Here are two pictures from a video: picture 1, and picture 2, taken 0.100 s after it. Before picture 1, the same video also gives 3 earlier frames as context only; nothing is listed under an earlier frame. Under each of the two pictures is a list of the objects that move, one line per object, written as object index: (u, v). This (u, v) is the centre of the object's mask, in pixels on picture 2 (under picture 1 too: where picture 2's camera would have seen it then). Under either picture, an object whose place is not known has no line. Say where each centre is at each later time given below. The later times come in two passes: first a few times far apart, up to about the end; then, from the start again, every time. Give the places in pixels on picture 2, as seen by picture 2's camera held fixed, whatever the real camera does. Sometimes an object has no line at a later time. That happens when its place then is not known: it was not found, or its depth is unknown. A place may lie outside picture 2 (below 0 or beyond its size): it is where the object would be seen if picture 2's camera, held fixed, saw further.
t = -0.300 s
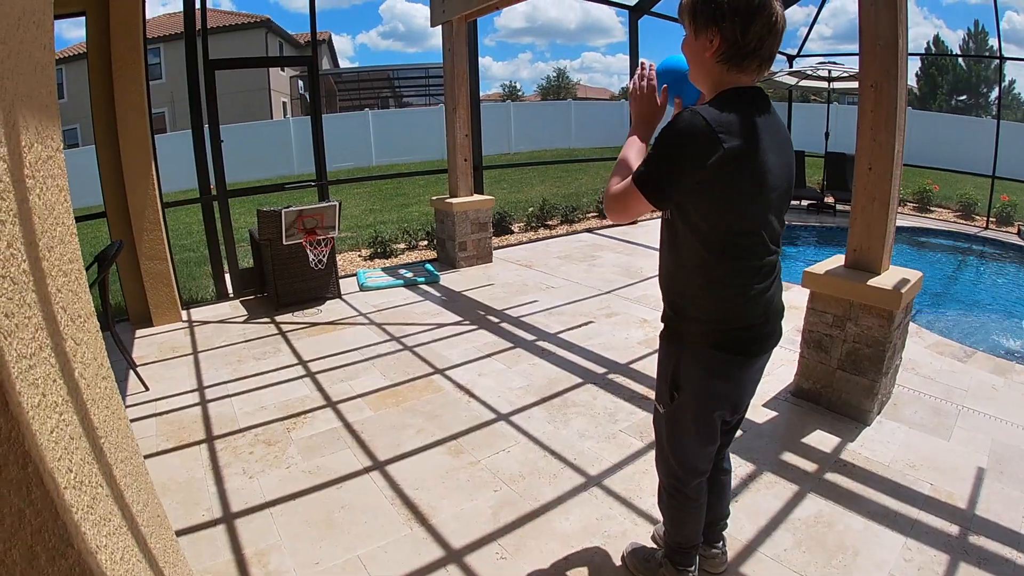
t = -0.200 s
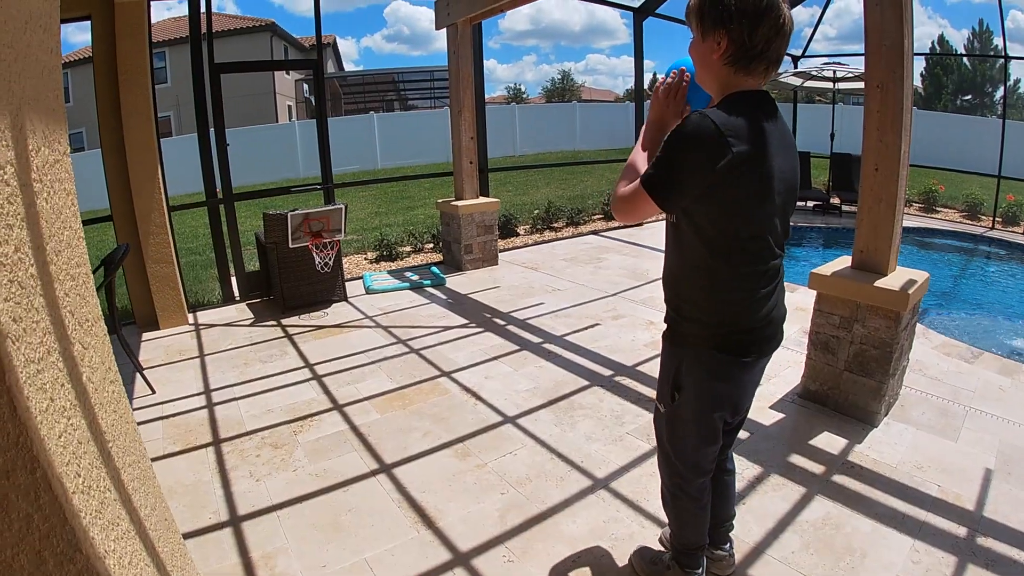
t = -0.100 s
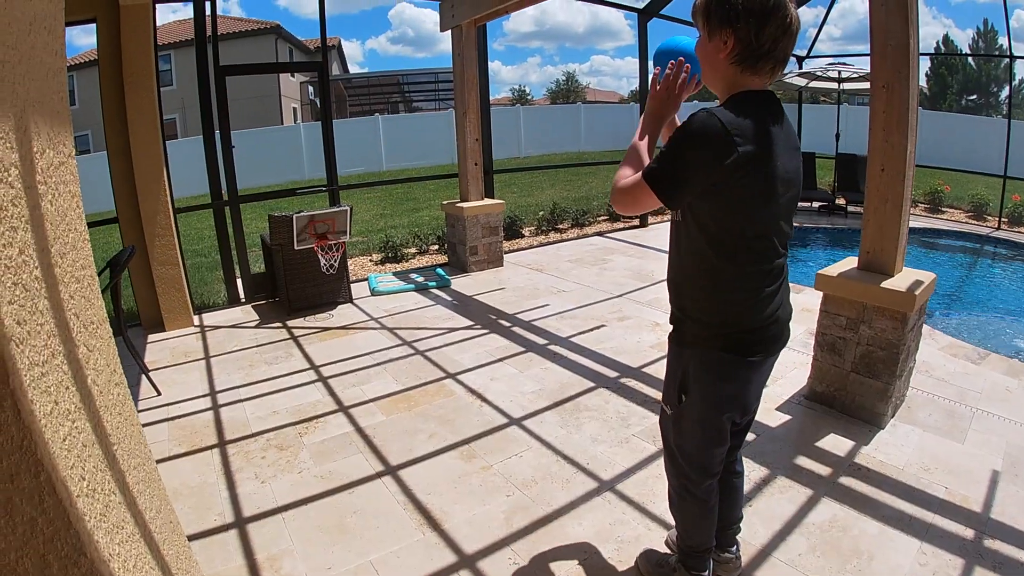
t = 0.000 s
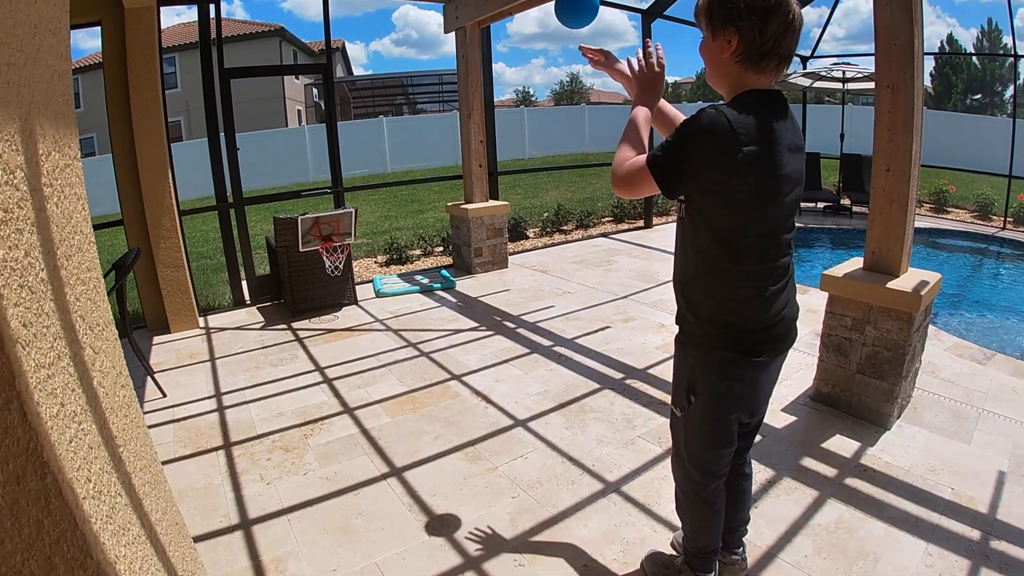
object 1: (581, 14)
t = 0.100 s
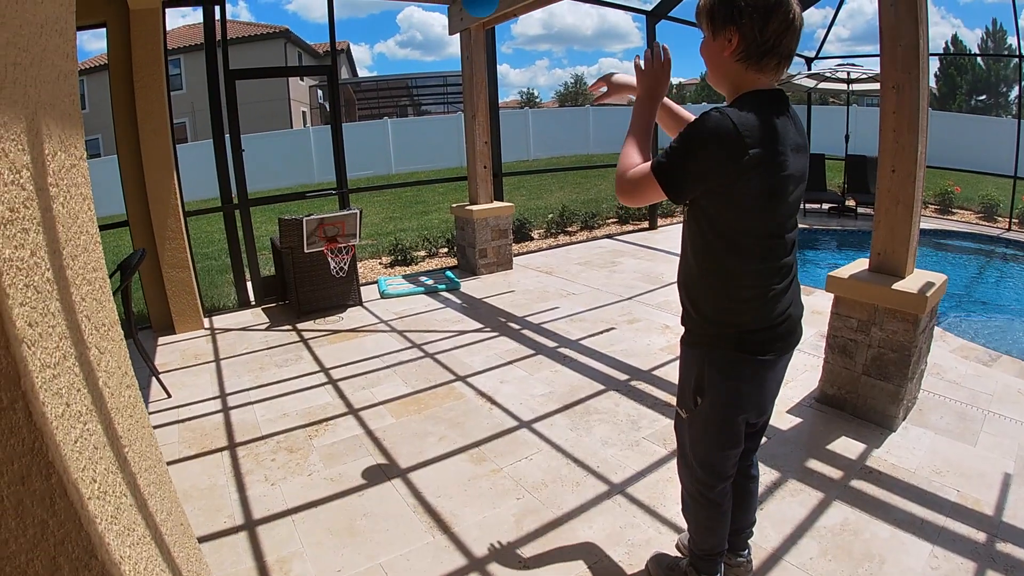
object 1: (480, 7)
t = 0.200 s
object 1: (412, 16)
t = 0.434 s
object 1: (325, 110)
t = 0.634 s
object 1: (293, 215)
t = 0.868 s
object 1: (299, 243)
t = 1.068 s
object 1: (325, 373)
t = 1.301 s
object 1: (343, 415)
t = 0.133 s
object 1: (454, 9)
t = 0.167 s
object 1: (432, 11)
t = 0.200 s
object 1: (412, 16)
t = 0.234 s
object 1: (395, 26)
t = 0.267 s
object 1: (379, 37)
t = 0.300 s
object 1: (366, 50)
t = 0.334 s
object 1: (354, 64)
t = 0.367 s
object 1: (343, 79)
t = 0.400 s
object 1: (334, 94)
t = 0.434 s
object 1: (325, 110)
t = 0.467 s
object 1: (318, 127)
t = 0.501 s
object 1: (311, 144)
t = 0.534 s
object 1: (306, 161)
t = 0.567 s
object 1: (301, 179)
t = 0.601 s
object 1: (296, 196)
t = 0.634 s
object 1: (293, 215)
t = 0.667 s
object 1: (292, 216)
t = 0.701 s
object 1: (293, 216)
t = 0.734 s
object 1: (293, 218)
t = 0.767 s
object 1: (294, 221)
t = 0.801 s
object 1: (295, 227)
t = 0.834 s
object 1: (297, 234)
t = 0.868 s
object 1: (299, 243)
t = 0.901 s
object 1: (302, 256)
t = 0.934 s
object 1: (305, 272)
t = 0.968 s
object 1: (309, 291)
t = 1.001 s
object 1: (314, 314)
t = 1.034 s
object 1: (319, 341)
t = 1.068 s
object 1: (325, 373)
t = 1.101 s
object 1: (332, 410)
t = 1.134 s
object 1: (338, 446)
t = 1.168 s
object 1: (339, 435)
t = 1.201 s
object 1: (339, 426)
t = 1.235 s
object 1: (339, 420)
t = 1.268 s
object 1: (341, 416)
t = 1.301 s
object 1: (343, 415)
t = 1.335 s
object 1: (345, 415)
